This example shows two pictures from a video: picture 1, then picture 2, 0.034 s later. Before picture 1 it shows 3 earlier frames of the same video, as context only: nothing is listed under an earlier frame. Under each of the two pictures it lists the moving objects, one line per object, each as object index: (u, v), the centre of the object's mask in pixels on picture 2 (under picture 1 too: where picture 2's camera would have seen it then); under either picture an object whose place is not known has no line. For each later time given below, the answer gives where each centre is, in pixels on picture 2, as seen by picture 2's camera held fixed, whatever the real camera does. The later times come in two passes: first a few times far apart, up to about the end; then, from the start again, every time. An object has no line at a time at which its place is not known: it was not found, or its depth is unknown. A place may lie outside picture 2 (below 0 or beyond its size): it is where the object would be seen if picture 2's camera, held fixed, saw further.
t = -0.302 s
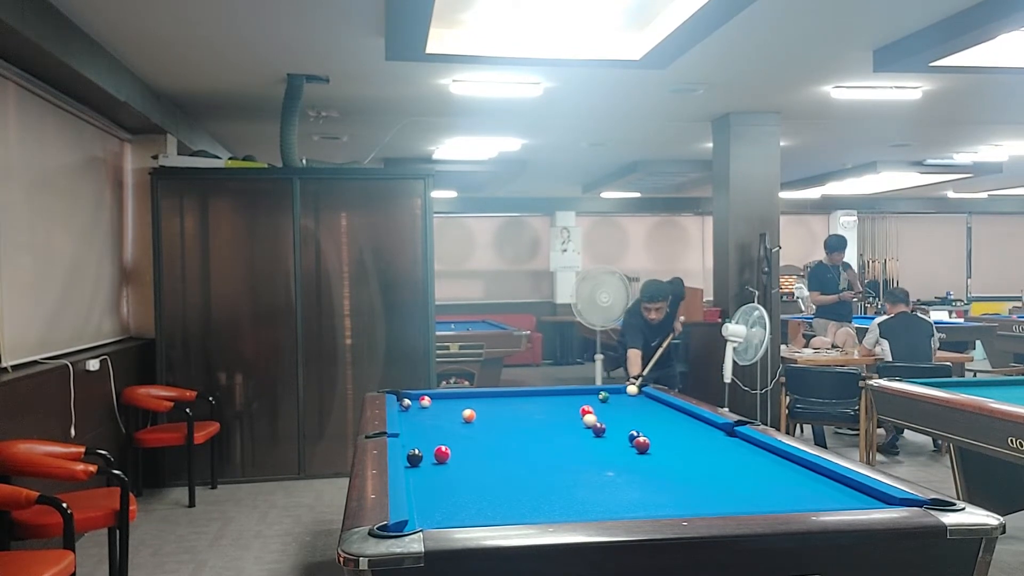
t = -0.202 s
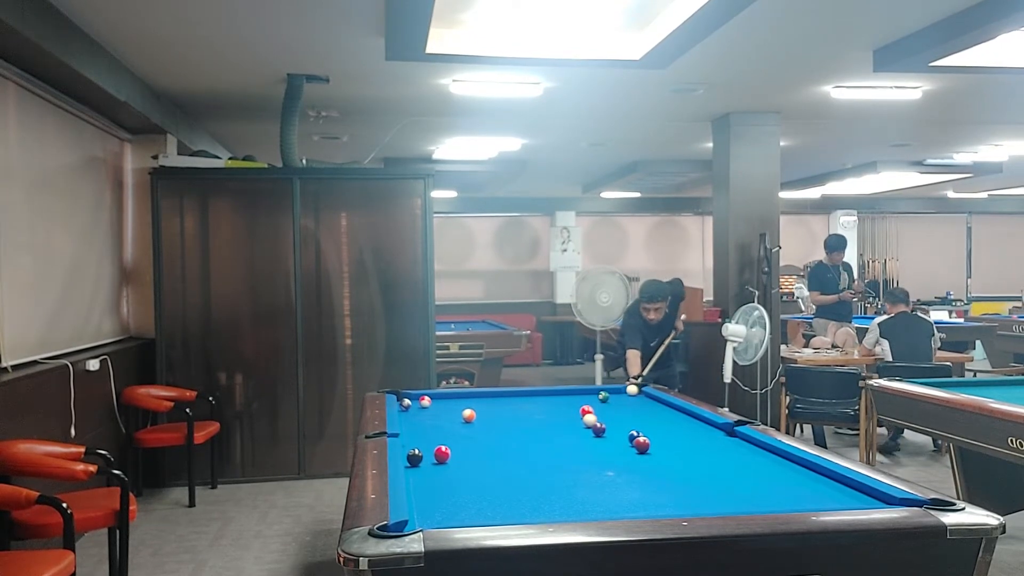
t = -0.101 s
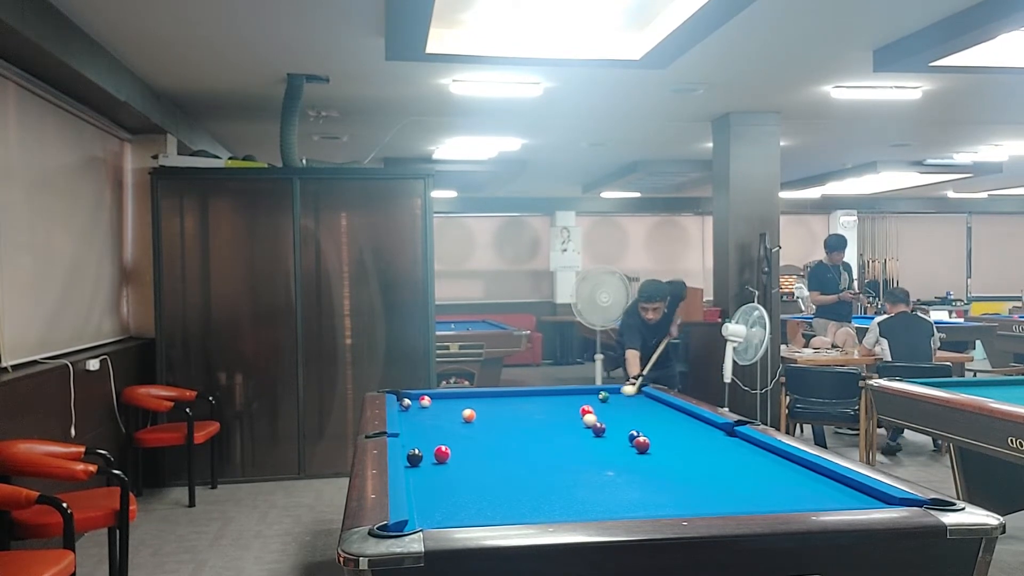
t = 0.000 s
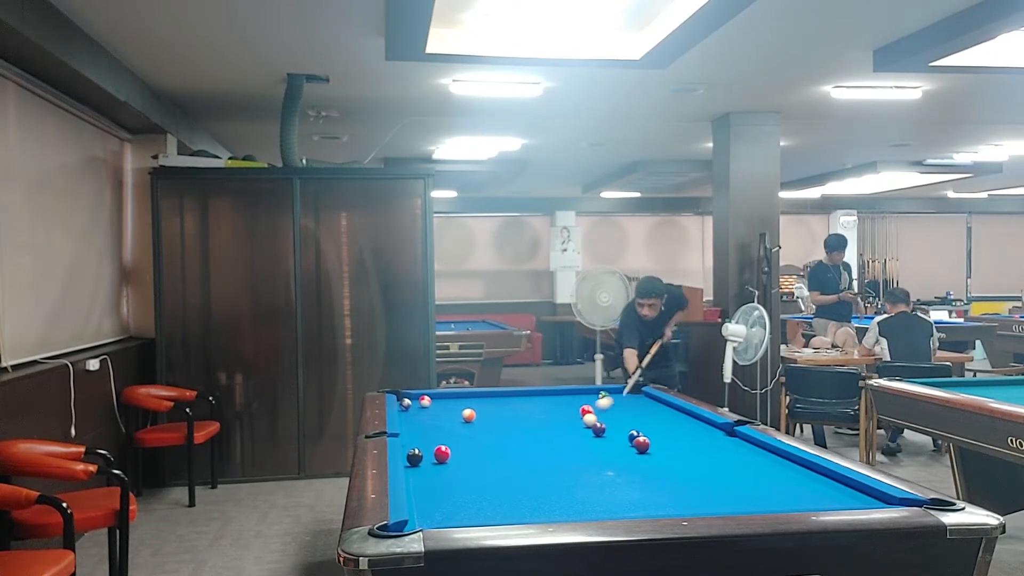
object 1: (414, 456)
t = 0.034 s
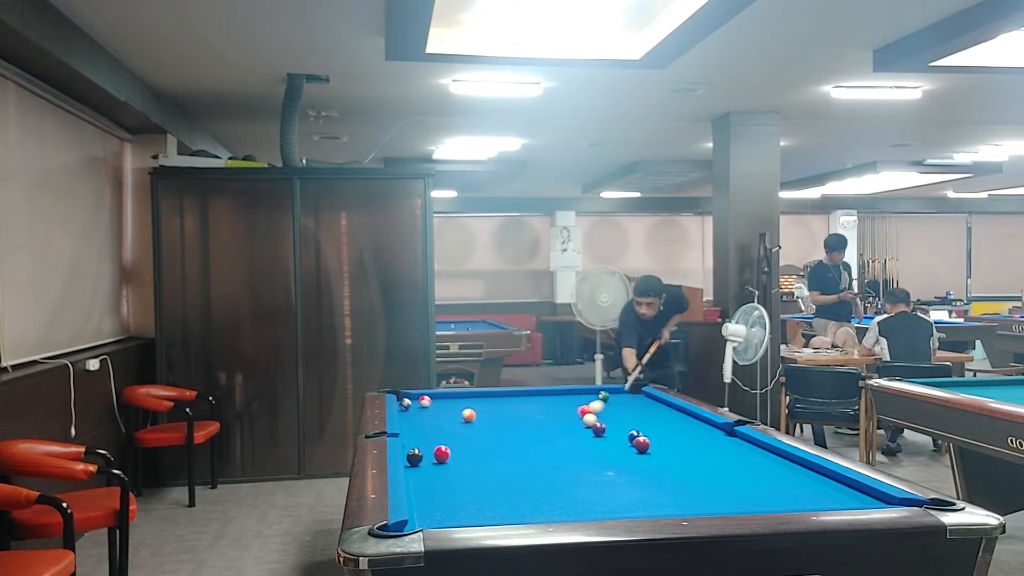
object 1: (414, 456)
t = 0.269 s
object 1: (414, 456)
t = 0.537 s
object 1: (449, 479)
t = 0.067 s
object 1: (414, 456)
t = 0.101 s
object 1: (414, 456)
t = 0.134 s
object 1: (414, 456)
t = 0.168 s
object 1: (414, 457)
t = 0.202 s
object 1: (414, 457)
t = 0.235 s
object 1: (414, 456)
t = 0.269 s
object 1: (414, 456)
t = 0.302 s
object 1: (414, 457)
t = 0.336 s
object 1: (418, 459)
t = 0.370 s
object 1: (423, 463)
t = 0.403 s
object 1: (428, 466)
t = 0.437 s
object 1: (434, 469)
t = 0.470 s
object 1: (439, 472)
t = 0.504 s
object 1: (444, 476)
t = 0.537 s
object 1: (449, 479)
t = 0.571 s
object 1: (454, 482)
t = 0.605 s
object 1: (458, 485)
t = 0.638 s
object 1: (463, 488)
